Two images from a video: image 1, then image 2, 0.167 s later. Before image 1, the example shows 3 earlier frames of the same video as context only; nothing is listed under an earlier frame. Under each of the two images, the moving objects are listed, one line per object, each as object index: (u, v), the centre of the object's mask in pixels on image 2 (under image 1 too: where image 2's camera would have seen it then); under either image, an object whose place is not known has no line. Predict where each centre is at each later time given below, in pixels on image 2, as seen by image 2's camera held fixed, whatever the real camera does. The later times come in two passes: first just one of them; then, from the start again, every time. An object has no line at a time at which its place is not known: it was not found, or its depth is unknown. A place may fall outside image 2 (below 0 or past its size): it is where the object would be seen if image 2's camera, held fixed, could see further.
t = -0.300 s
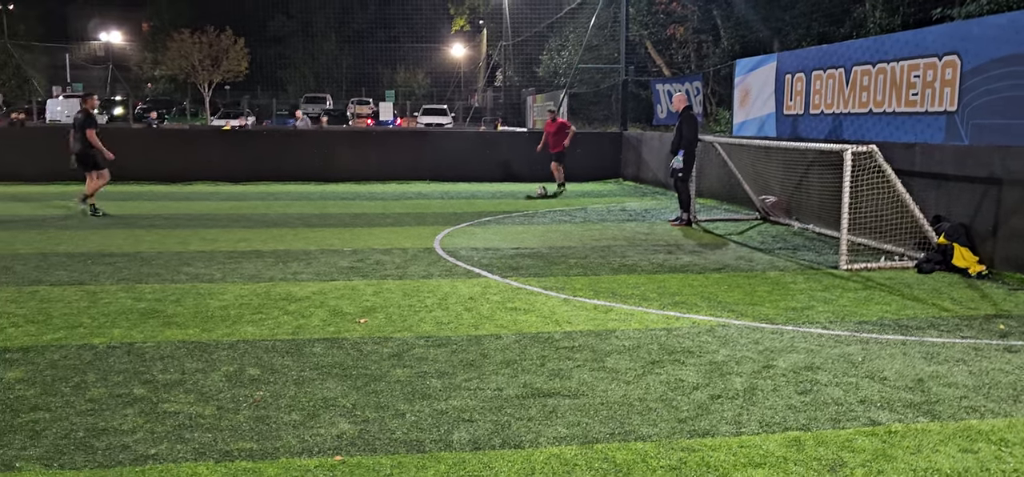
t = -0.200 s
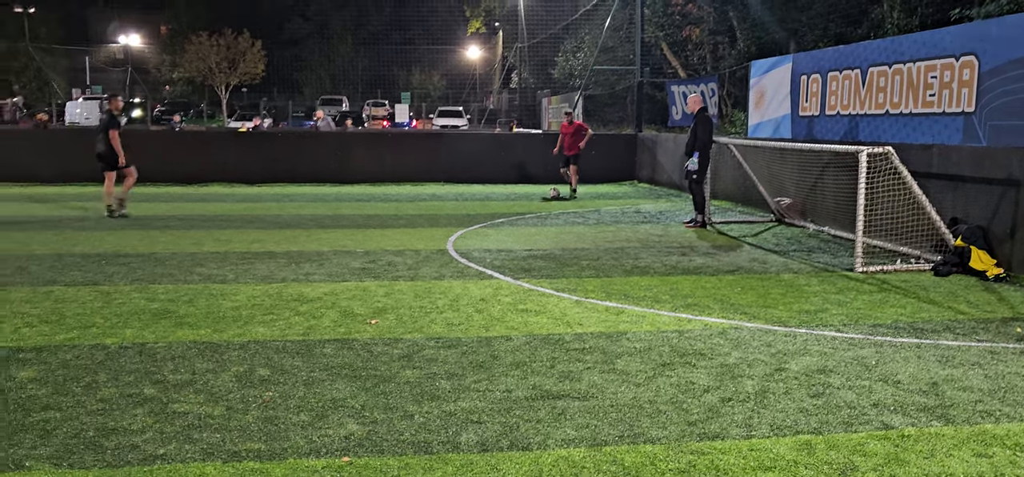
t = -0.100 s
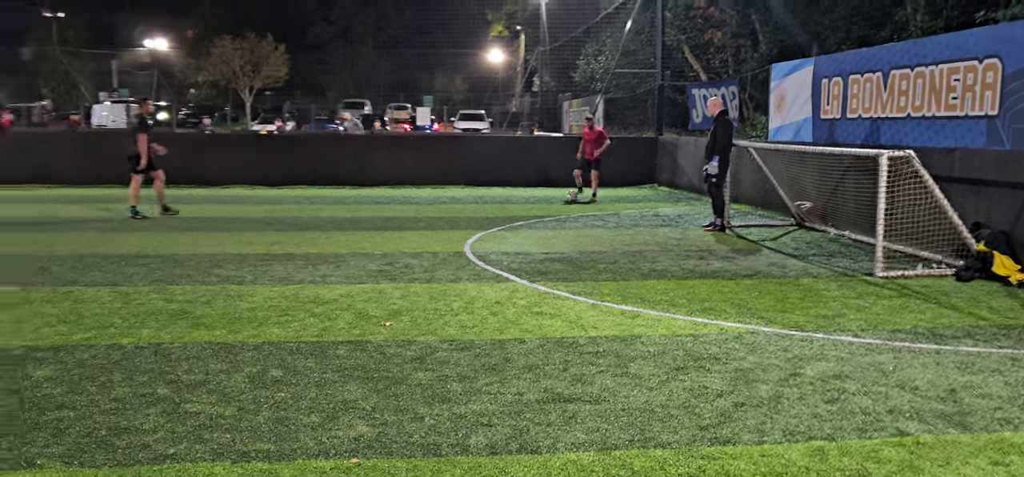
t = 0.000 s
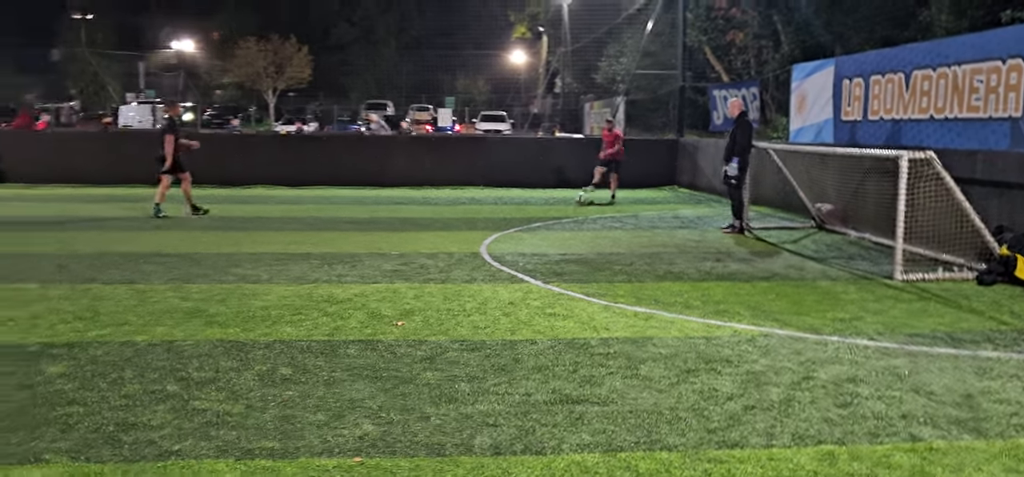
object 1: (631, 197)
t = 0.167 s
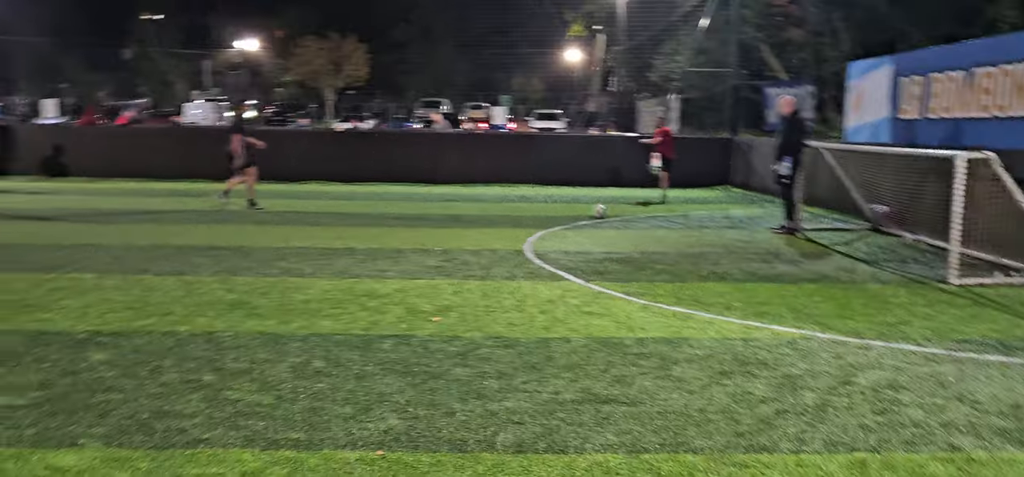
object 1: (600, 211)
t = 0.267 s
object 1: (580, 212)
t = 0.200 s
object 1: (593, 211)
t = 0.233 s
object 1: (589, 210)
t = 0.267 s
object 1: (580, 212)
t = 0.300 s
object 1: (572, 214)
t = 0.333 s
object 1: (564, 217)
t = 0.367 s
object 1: (557, 221)
